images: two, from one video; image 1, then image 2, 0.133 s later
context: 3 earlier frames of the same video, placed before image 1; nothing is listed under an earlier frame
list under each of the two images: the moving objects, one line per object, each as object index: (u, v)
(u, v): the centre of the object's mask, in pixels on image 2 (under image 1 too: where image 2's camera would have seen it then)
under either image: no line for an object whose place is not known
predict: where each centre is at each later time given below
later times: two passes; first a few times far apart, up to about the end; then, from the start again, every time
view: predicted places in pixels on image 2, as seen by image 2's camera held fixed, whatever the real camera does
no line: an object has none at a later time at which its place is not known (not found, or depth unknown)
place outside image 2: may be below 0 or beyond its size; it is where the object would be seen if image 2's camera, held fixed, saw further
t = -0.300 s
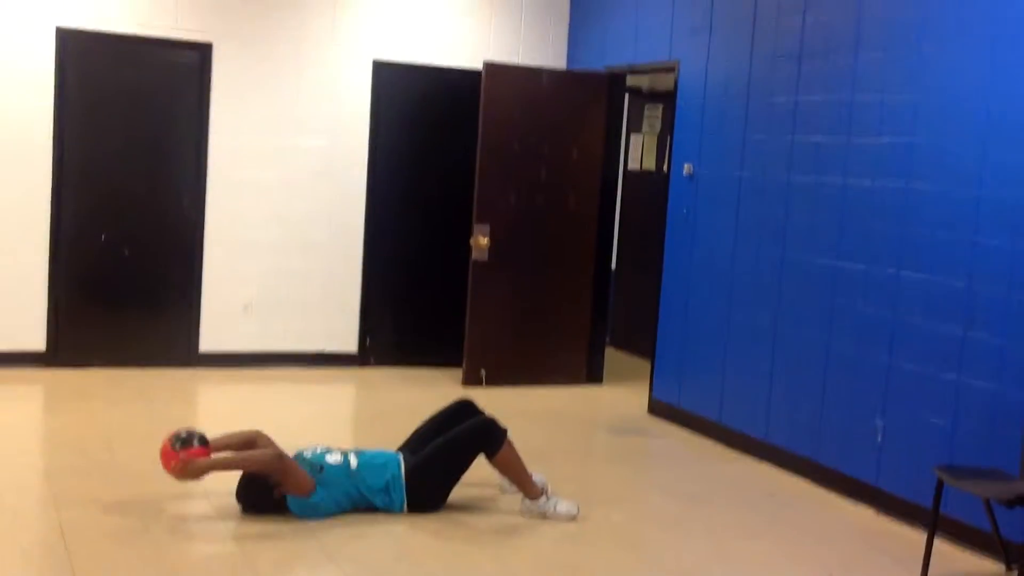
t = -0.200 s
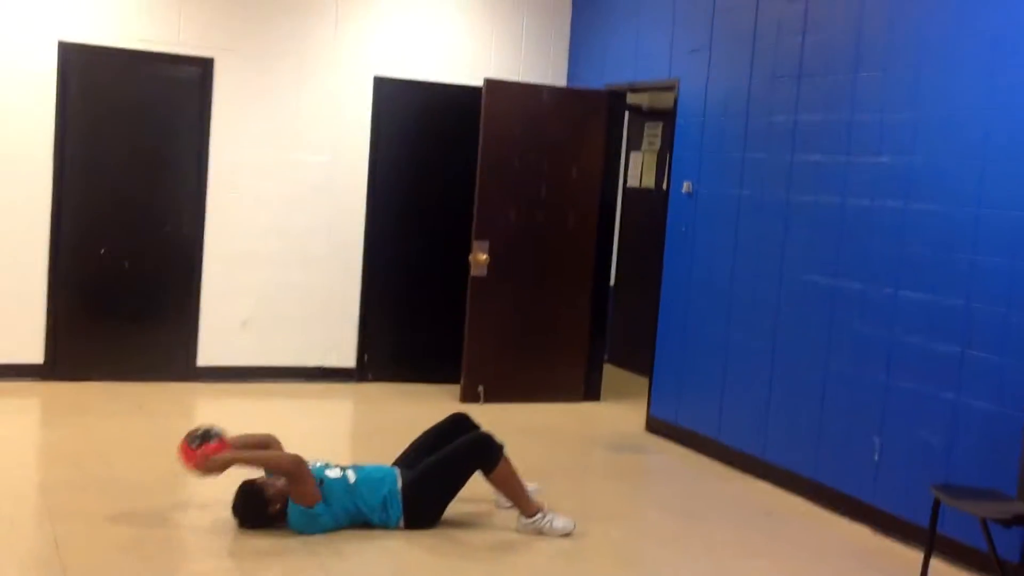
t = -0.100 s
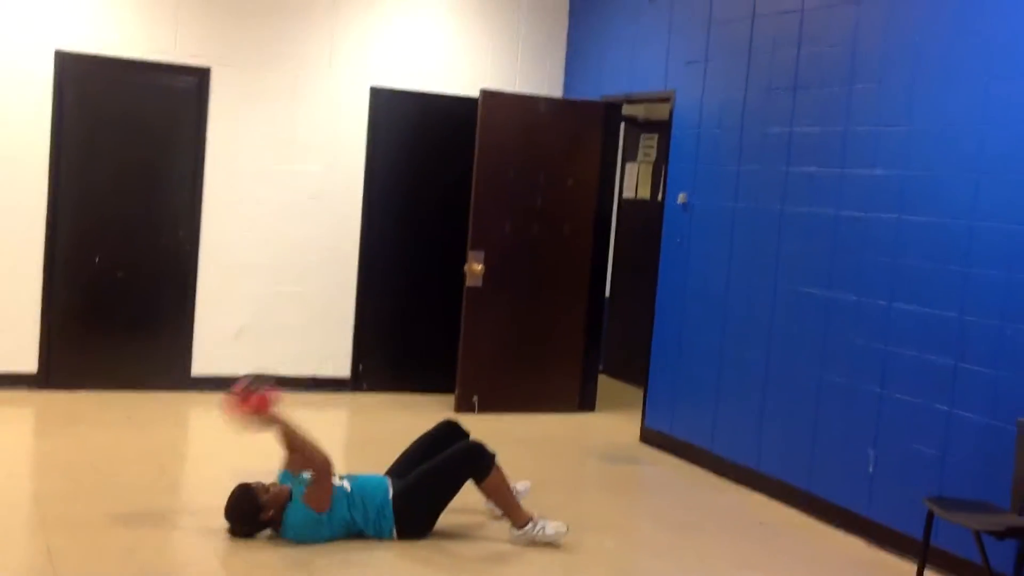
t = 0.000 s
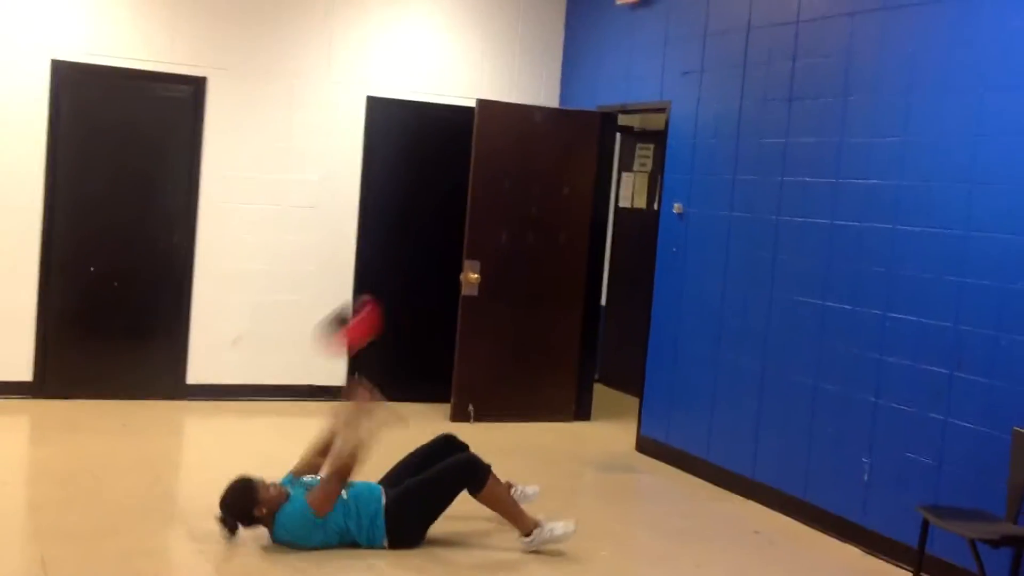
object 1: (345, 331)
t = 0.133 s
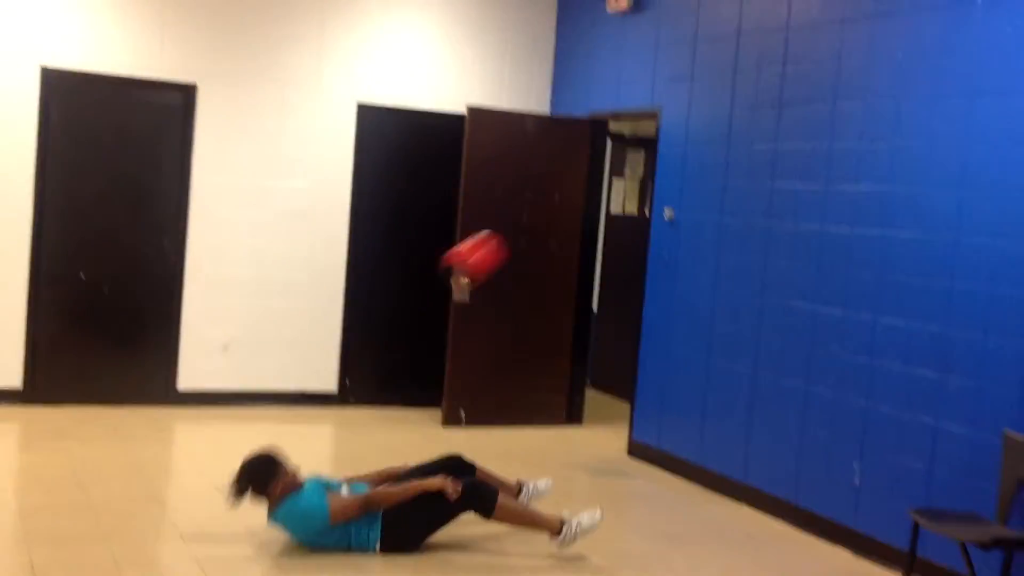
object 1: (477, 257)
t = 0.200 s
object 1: (534, 237)
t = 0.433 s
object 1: (732, 242)
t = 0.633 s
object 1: (769, 312)
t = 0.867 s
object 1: (671, 485)
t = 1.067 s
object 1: (626, 464)
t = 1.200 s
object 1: (599, 463)
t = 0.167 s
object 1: (506, 245)
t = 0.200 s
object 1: (534, 237)
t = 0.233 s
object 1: (564, 232)
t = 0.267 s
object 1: (593, 230)
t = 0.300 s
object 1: (624, 228)
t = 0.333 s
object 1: (651, 228)
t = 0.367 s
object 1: (679, 230)
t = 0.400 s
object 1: (706, 235)
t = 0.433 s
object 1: (732, 242)
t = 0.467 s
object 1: (758, 251)
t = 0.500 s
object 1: (783, 262)
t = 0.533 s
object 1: (803, 274)
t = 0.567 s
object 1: (796, 284)
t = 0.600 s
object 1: (782, 296)
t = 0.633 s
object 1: (769, 312)
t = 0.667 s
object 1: (757, 329)
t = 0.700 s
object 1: (744, 348)
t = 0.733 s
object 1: (729, 371)
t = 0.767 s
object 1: (714, 395)
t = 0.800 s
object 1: (699, 424)
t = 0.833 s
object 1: (686, 452)
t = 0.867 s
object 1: (671, 485)
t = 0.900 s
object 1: (657, 513)
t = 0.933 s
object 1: (651, 500)
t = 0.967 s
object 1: (645, 488)
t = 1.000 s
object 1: (639, 477)
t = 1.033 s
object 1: (632, 469)
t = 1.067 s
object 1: (626, 464)
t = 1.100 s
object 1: (620, 461)
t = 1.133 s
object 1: (614, 459)
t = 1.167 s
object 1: (606, 460)
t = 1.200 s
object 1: (599, 463)
